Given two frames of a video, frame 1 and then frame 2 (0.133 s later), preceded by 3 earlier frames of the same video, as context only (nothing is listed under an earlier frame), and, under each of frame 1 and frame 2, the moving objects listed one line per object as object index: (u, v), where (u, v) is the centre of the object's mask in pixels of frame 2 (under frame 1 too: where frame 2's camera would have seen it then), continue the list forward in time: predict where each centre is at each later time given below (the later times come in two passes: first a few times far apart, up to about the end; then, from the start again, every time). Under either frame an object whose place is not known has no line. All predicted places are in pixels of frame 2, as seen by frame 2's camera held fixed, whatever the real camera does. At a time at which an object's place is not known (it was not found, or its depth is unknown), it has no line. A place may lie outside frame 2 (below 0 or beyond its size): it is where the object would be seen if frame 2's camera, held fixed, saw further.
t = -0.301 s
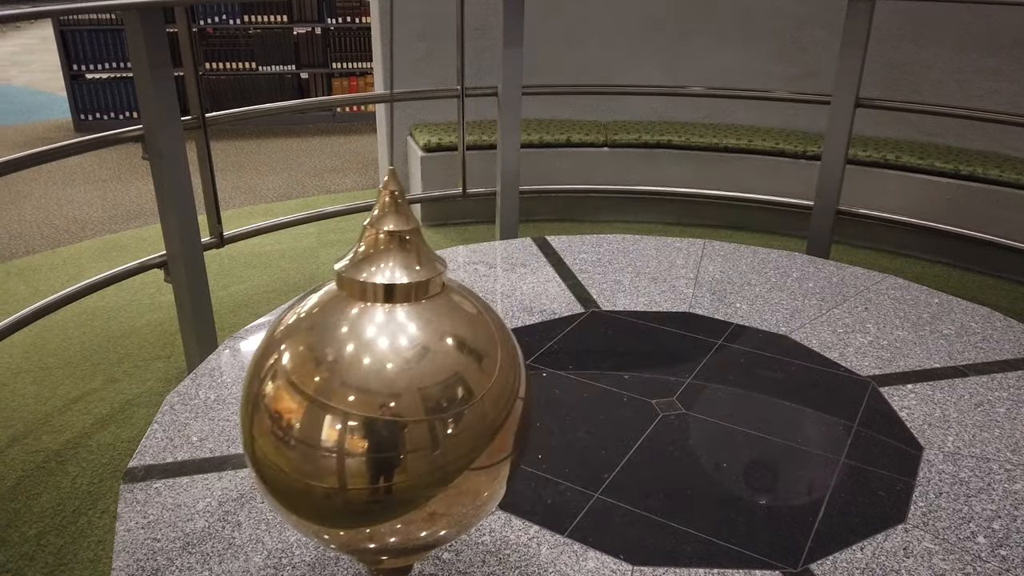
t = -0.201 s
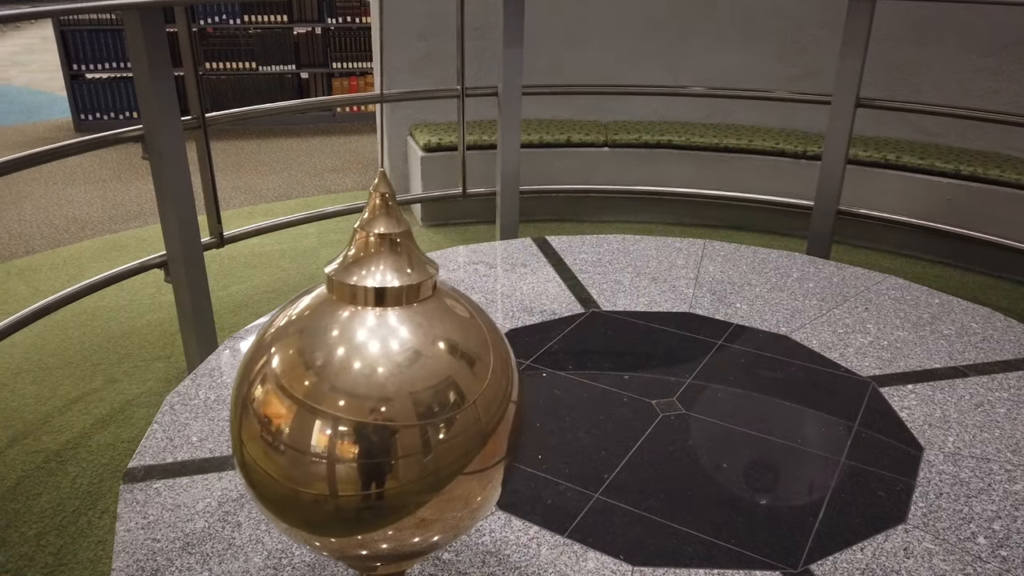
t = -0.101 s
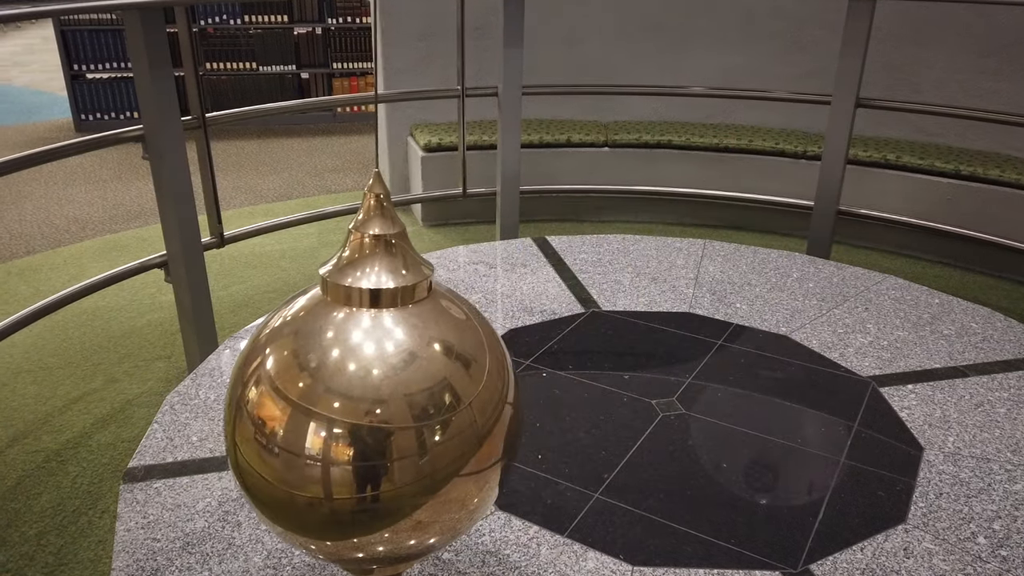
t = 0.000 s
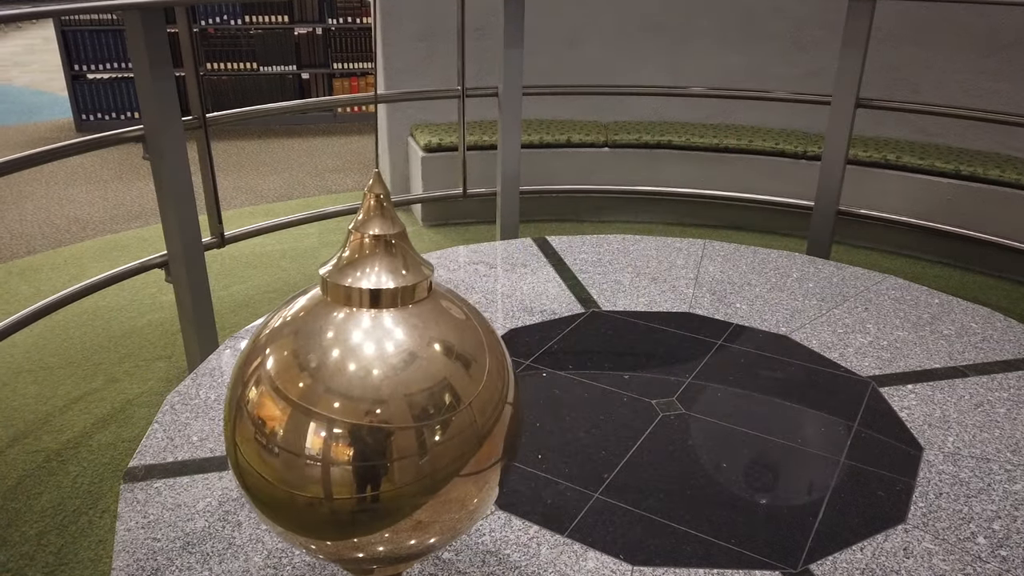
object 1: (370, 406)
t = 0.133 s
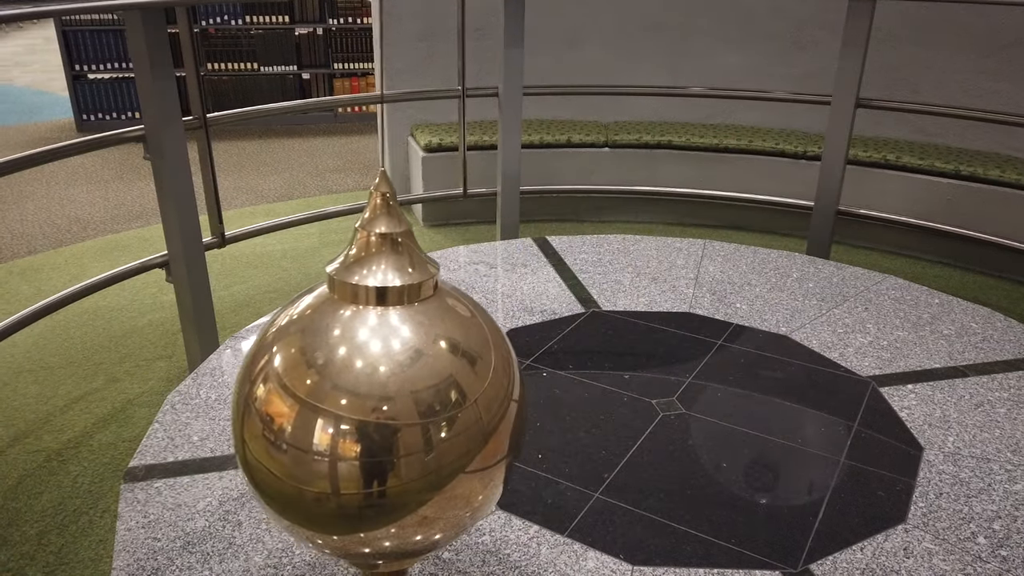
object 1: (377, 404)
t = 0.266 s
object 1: (392, 399)
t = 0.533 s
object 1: (437, 378)
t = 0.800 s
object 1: (495, 350)
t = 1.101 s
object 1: (566, 311)
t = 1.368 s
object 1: (625, 277)
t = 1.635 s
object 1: (681, 251)
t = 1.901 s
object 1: (724, 227)
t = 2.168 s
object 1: (762, 205)
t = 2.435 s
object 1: (789, 188)
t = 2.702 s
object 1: (810, 174)
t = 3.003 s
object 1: (824, 164)
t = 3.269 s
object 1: (830, 160)
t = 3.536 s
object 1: (829, 160)
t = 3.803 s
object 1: (821, 166)
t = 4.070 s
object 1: (807, 176)
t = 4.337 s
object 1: (785, 190)
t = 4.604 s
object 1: (755, 208)
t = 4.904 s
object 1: (712, 233)
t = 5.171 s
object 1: (665, 259)
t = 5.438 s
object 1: (609, 288)
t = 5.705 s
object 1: (547, 322)
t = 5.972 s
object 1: (483, 355)
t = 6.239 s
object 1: (426, 383)
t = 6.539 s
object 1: (381, 402)
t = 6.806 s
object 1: (368, 404)
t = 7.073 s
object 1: (388, 397)
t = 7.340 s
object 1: (432, 378)
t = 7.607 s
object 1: (492, 348)
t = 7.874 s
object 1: (555, 319)
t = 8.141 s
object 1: (616, 286)
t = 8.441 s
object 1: (679, 252)
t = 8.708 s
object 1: (723, 228)
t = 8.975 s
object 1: (762, 206)
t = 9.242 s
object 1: (791, 187)
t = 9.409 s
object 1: (806, 178)
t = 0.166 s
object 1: (380, 403)
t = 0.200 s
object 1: (384, 402)
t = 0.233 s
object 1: (387, 400)
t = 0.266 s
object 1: (392, 399)
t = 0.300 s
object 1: (396, 396)
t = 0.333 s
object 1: (400, 394)
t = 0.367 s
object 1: (406, 392)
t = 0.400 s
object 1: (412, 389)
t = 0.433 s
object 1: (418, 387)
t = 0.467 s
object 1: (424, 385)
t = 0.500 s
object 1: (431, 381)
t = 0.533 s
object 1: (437, 378)
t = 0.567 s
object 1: (443, 375)
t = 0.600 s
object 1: (450, 372)
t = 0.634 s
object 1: (457, 368)
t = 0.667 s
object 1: (464, 364)
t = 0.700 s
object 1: (472, 361)
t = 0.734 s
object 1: (480, 357)
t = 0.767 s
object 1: (488, 353)
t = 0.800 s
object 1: (495, 350)
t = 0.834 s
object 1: (503, 345)
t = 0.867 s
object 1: (511, 339)
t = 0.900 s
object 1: (518, 337)
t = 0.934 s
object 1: (526, 331)
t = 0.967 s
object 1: (534, 328)
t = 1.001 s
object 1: (543, 325)
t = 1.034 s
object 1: (550, 321)
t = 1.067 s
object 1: (558, 316)
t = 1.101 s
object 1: (566, 311)
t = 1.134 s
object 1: (574, 307)
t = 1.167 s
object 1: (582, 303)
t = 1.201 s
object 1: (589, 299)
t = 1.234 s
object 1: (597, 295)
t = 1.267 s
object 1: (604, 291)
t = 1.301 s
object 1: (611, 287)
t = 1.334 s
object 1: (618, 281)
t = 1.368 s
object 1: (625, 277)
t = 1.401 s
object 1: (633, 275)
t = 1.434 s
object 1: (641, 271)
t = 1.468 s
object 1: (648, 269)
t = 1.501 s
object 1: (654, 264)
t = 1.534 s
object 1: (661, 263)
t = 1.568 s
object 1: (667, 257)
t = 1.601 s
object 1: (675, 254)
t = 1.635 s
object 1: (681, 251)
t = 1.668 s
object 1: (686, 249)
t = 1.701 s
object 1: (692, 245)
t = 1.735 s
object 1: (697, 242)
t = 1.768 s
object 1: (703, 239)
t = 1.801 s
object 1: (709, 236)
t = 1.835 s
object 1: (714, 233)
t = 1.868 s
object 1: (719, 230)
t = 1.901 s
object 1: (724, 227)
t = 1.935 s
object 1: (728, 223)
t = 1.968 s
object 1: (733, 220)
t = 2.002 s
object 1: (738, 217)
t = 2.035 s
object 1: (743, 215)
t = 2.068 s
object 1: (748, 213)
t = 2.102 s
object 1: (752, 210)
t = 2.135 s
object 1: (757, 208)
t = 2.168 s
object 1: (762, 205)
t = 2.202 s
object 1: (765, 203)
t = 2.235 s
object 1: (769, 200)
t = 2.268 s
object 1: (773, 198)
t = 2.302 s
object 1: (776, 196)
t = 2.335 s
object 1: (779, 194)
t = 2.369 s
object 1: (783, 191)
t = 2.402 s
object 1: (786, 190)
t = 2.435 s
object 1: (789, 188)
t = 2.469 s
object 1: (792, 186)
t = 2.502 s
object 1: (795, 183)
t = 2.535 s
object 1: (798, 182)
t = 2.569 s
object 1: (800, 180)
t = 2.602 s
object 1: (803, 179)
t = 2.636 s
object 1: (805, 177)
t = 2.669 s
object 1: (807, 176)
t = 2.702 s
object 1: (810, 174)
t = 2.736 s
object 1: (811, 174)
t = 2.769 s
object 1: (814, 172)
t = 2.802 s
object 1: (816, 170)
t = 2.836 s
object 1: (817, 169)
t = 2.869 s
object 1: (819, 168)
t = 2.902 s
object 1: (820, 167)
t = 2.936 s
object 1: (822, 166)
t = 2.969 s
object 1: (823, 165)
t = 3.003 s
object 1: (824, 164)
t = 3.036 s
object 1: (825, 163)
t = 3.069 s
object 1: (826, 162)
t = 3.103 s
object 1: (827, 162)
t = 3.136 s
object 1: (828, 161)
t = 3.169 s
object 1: (829, 160)
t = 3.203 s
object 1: (829, 160)
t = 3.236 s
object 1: (830, 160)
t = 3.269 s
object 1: (830, 160)
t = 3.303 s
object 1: (830, 159)
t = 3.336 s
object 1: (830, 159)
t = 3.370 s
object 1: (830, 159)
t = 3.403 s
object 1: (830, 159)
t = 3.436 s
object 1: (830, 159)
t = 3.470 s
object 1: (830, 159)
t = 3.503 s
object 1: (829, 160)
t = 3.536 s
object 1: (829, 160)
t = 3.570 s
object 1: (829, 160)
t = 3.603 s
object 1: (828, 161)
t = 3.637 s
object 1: (827, 161)
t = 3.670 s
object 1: (826, 162)
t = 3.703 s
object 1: (825, 163)
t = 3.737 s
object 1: (824, 163)
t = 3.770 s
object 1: (823, 165)
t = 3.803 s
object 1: (821, 166)
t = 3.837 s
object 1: (820, 167)
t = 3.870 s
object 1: (818, 168)
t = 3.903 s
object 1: (817, 169)
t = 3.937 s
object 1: (815, 170)
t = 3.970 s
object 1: (813, 171)
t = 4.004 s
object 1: (811, 173)
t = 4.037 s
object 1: (809, 174)
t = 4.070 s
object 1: (807, 176)
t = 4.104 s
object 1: (805, 177)
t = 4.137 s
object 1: (802, 179)
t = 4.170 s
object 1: (799, 181)
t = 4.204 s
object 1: (797, 183)
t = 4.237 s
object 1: (794, 184)
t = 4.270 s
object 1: (791, 186)
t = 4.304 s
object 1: (788, 188)
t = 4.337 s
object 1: (785, 190)
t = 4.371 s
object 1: (782, 192)
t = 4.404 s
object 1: (778, 194)
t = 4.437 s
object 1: (775, 196)
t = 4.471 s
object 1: (771, 198)
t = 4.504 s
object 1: (767, 201)
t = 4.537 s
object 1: (764, 203)
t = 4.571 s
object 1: (759, 206)
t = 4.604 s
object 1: (755, 208)
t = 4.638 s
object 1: (751, 211)
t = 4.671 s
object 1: (747, 213)
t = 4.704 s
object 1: (742, 216)
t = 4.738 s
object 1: (737, 219)
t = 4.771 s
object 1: (732, 222)
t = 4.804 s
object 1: (727, 225)
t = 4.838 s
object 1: (722, 228)
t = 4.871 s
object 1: (717, 231)
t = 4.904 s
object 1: (712, 233)
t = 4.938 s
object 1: (707, 236)
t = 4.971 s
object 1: (701, 241)
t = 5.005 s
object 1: (696, 242)
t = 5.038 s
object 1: (689, 248)
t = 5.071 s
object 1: (684, 249)
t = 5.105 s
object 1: (678, 251)
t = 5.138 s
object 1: (671, 256)
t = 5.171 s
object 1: (665, 259)
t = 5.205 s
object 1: (659, 261)
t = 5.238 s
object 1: (653, 264)
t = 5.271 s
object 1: (646, 268)
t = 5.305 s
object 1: (639, 273)
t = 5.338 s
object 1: (631, 275)
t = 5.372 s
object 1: (624, 279)
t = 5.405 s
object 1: (616, 284)
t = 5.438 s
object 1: (609, 288)
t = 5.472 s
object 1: (602, 291)
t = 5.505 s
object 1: (594, 296)
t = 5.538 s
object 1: (586, 300)
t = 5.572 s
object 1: (579, 305)
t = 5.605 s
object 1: (571, 309)
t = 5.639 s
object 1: (563, 313)
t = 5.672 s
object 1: (555, 317)
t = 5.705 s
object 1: (547, 322)
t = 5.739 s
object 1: (538, 326)
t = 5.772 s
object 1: (531, 331)
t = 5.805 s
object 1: (523, 335)
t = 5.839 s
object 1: (515, 339)
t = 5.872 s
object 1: (507, 343)
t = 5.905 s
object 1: (499, 347)
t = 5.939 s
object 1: (490, 351)
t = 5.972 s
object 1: (483, 355)
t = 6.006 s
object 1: (476, 358)
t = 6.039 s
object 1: (468, 362)
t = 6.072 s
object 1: (461, 365)
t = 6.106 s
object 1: (454, 369)
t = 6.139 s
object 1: (447, 373)
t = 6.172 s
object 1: (439, 377)
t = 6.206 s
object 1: (433, 380)
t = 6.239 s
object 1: (426, 383)
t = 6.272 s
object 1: (420, 385)
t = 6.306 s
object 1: (414, 388)
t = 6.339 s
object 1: (408, 391)
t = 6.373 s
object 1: (403, 394)
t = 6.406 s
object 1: (398, 395)
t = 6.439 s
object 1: (393, 397)
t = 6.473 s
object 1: (388, 399)
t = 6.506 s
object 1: (385, 401)
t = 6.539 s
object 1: (381, 402)
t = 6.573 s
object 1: (377, 403)
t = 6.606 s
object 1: (375, 403)
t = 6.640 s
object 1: (373, 404)
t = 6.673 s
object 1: (371, 405)
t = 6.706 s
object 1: (370, 405)
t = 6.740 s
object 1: (369, 404)
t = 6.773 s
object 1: (369, 404)
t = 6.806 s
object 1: (368, 404)
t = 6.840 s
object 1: (369, 403)
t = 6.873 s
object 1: (370, 403)
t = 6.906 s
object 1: (372, 403)
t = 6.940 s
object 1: (374, 401)
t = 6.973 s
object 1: (377, 400)
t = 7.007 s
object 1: (381, 400)
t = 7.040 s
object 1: (384, 399)
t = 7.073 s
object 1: (388, 397)
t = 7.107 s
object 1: (392, 395)
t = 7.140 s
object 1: (397, 394)
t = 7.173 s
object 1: (402, 392)
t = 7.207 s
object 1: (408, 389)
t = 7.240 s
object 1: (413, 386)
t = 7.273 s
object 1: (419, 384)
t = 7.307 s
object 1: (425, 381)
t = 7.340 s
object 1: (432, 378)
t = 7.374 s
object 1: (438, 375)
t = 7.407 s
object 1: (445, 372)
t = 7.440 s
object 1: (452, 370)
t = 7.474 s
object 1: (460, 366)
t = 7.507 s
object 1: (467, 362)
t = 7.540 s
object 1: (475, 357)
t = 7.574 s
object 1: (483, 353)
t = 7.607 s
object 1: (492, 348)
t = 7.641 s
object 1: (500, 344)
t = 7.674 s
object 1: (507, 342)
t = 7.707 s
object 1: (515, 338)
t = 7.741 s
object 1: (523, 335)
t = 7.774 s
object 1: (531, 331)
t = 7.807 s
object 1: (538, 325)
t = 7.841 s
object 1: (547, 323)
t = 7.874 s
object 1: (555, 319)
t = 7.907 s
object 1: (563, 314)
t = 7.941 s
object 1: (571, 311)
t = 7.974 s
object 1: (578, 305)
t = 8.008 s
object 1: (585, 301)
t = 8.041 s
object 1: (593, 296)
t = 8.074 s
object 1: (601, 292)
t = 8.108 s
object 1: (608, 289)
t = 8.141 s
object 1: (616, 286)
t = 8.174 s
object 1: (624, 281)
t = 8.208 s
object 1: (631, 278)
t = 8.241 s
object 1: (638, 273)
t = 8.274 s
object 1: (646, 269)
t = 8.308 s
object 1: (653, 265)
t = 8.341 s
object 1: (659, 262)
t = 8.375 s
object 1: (666, 259)
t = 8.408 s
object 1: (672, 256)
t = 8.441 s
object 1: (679, 252)
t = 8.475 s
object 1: (684, 249)
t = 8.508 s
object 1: (691, 246)
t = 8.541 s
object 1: (696, 243)
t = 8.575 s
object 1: (702, 240)
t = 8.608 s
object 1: (708, 236)
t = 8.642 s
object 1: (713, 233)
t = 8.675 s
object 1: (718, 230)
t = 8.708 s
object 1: (723, 228)
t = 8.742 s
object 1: (728, 224)
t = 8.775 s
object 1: (734, 222)
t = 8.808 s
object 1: (739, 218)
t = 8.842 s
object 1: (744, 215)
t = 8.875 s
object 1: (749, 214)
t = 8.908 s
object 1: (753, 211)
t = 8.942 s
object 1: (758, 208)
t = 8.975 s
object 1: (762, 206)
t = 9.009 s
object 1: (766, 204)
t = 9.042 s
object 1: (769, 201)
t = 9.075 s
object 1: (773, 199)
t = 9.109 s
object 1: (777, 196)
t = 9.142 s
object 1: (781, 194)
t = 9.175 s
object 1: (784, 192)
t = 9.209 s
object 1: (787, 190)
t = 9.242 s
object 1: (791, 187)
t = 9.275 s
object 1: (795, 185)
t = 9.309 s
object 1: (797, 183)
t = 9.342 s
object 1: (800, 181)
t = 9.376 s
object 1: (803, 180)
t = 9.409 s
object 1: (806, 178)
